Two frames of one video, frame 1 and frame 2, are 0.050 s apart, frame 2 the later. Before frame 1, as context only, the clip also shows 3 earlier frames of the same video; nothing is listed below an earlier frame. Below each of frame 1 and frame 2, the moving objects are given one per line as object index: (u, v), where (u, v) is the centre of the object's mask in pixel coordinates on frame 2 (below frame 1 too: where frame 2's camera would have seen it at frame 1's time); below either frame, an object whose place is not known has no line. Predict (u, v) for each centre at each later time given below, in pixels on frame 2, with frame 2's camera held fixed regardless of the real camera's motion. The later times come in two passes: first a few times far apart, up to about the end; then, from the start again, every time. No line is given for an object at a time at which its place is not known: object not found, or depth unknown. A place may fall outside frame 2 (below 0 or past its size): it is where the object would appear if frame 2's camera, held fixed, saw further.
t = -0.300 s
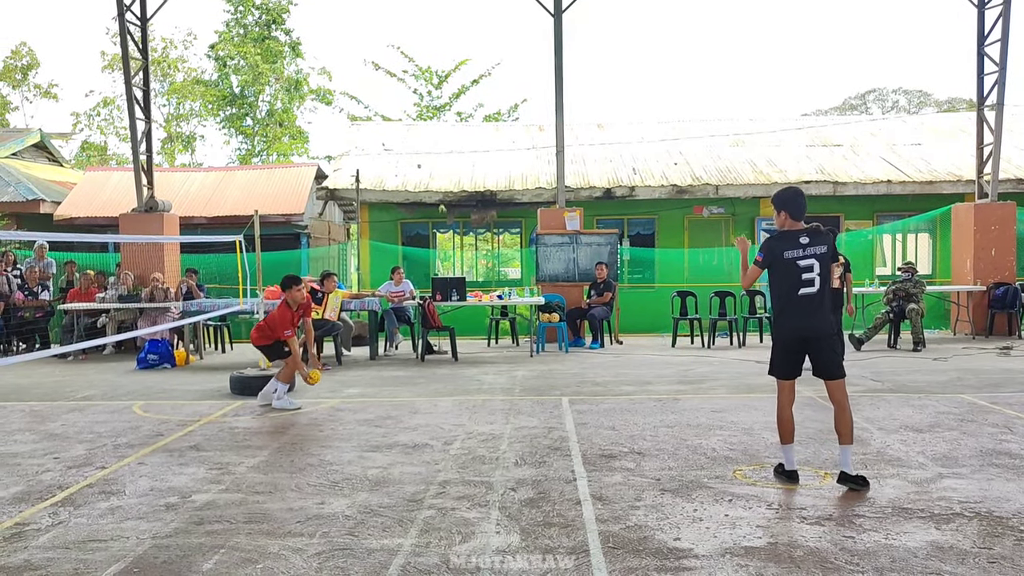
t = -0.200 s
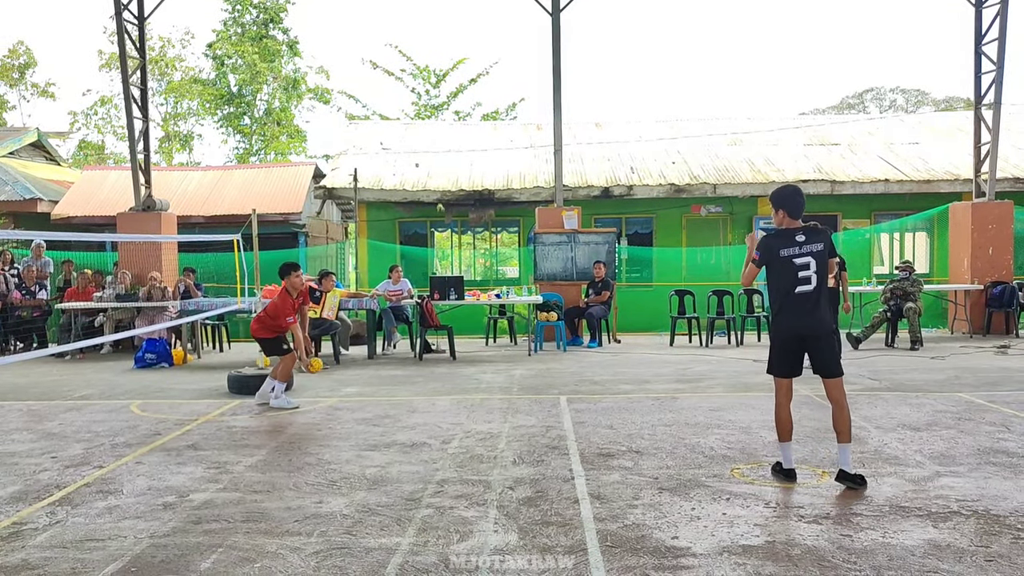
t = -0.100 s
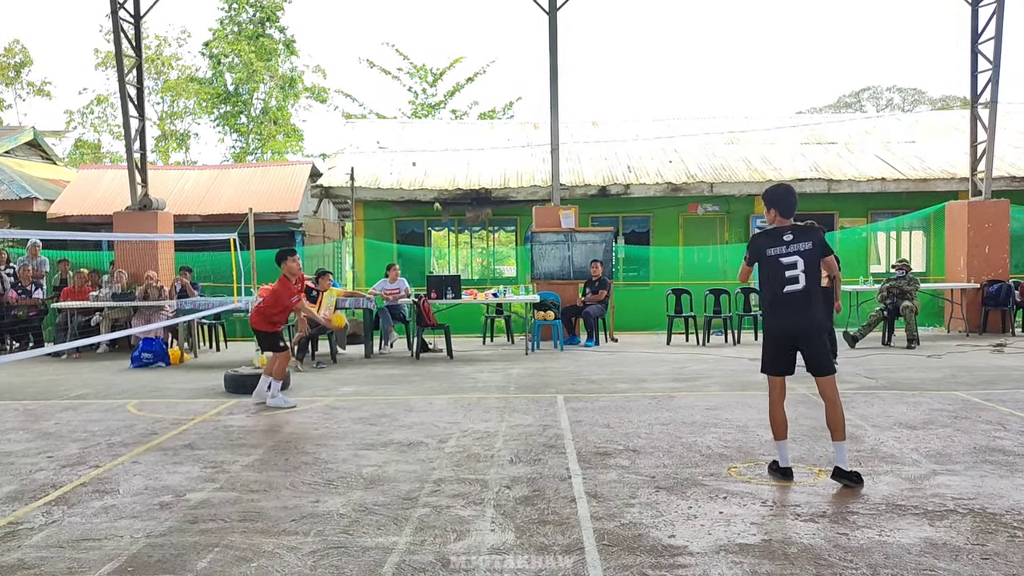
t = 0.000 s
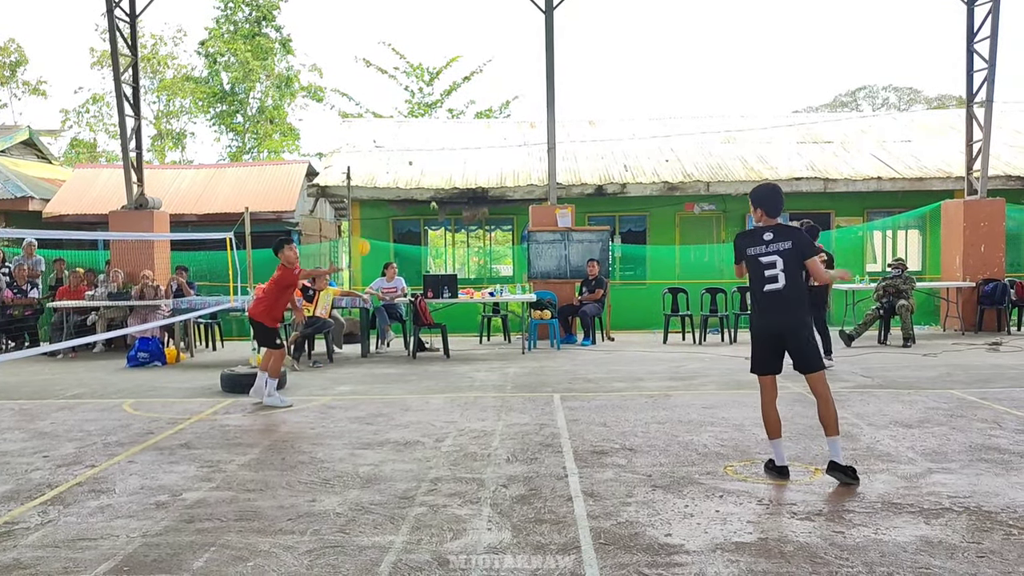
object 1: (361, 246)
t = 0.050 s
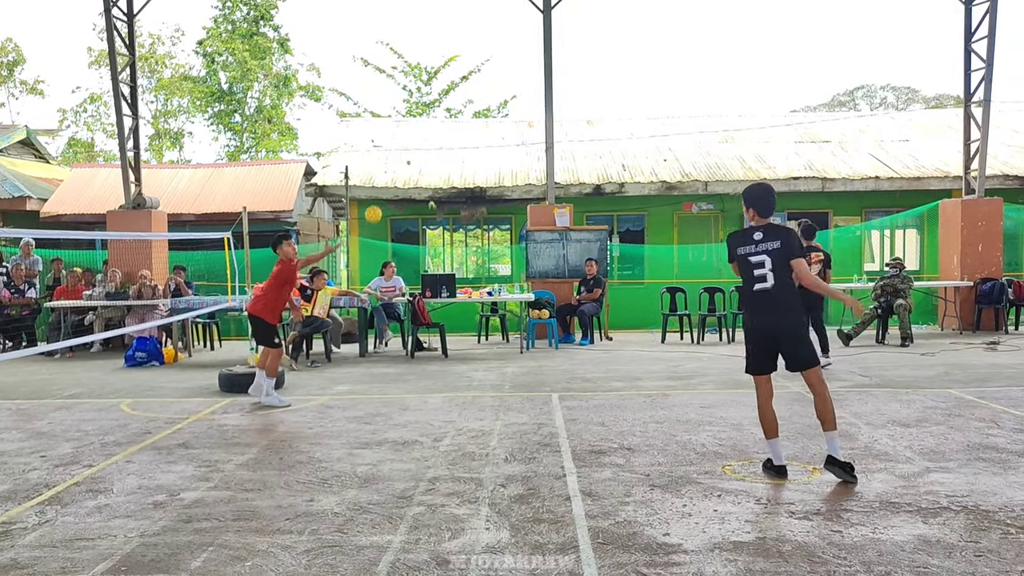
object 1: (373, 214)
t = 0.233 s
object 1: (425, 112)
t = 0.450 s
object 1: (495, 39)
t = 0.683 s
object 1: (580, 24)
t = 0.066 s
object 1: (377, 204)
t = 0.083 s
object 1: (382, 194)
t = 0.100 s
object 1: (387, 184)
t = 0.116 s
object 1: (392, 174)
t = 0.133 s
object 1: (396, 164)
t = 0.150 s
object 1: (401, 155)
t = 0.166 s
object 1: (406, 146)
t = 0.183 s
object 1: (411, 137)
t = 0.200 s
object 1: (415, 129)
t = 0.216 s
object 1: (421, 120)
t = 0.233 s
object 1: (425, 112)
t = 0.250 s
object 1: (431, 106)
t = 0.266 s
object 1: (436, 98)
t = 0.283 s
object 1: (441, 91)
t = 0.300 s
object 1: (446, 85)
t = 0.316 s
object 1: (452, 79)
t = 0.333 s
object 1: (457, 72)
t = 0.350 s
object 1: (462, 66)
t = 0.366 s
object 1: (467, 61)
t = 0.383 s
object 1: (473, 56)
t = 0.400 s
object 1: (479, 51)
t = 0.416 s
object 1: (484, 47)
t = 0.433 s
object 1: (490, 43)
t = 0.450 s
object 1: (495, 39)
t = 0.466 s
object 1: (501, 35)
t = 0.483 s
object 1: (507, 32)
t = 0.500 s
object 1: (513, 30)
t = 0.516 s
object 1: (519, 27)
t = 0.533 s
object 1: (524, 25)
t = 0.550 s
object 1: (530, 24)
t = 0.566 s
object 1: (537, 22)
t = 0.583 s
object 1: (543, 21)
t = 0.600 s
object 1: (549, 21)
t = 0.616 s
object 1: (554, 21)
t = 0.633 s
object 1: (561, 21)
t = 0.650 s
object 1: (567, 22)
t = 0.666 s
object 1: (574, 23)
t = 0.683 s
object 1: (580, 24)
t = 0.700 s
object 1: (586, 26)
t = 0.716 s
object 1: (593, 28)
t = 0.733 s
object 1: (600, 31)
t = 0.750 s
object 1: (606, 34)
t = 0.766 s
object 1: (613, 37)
